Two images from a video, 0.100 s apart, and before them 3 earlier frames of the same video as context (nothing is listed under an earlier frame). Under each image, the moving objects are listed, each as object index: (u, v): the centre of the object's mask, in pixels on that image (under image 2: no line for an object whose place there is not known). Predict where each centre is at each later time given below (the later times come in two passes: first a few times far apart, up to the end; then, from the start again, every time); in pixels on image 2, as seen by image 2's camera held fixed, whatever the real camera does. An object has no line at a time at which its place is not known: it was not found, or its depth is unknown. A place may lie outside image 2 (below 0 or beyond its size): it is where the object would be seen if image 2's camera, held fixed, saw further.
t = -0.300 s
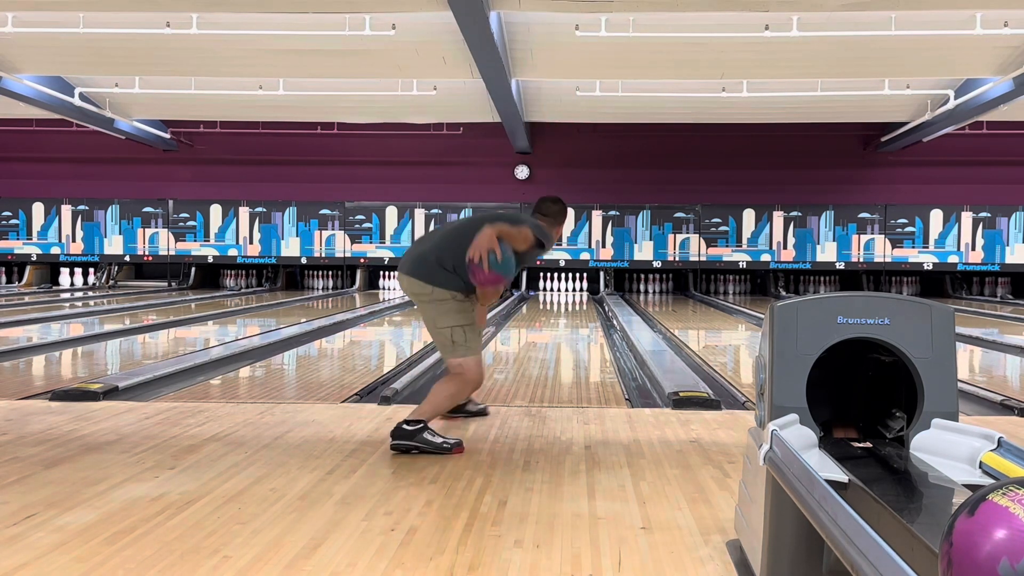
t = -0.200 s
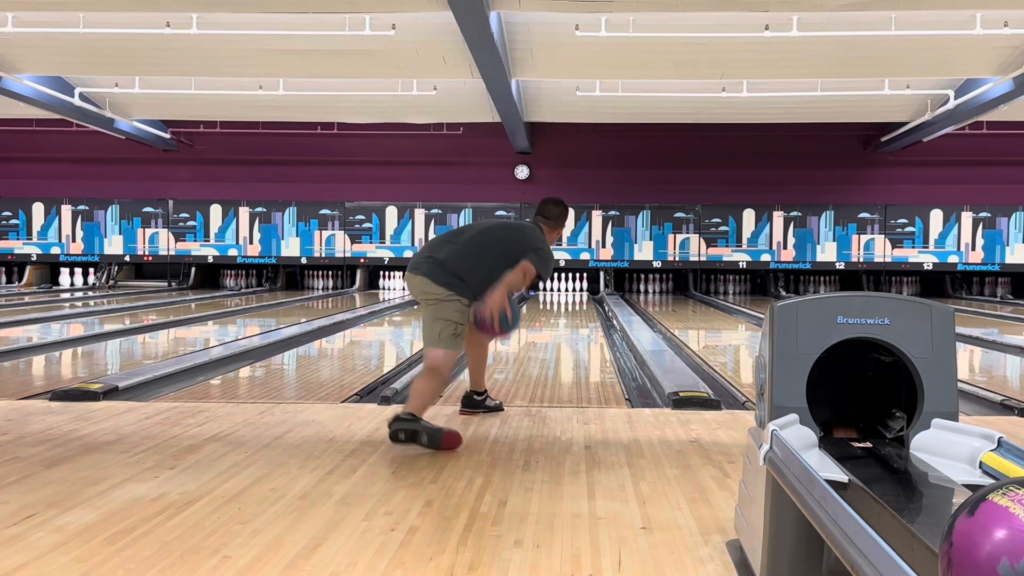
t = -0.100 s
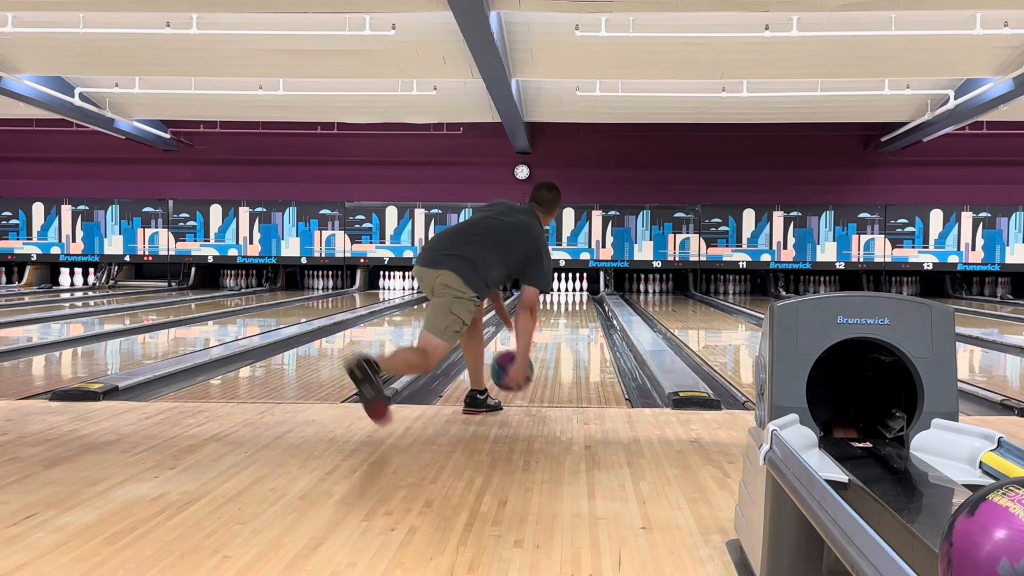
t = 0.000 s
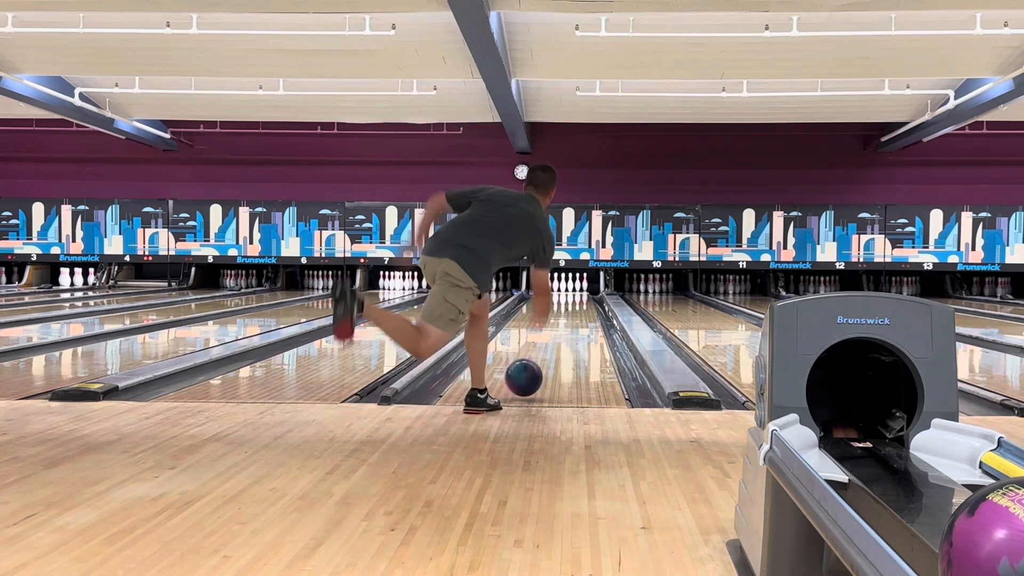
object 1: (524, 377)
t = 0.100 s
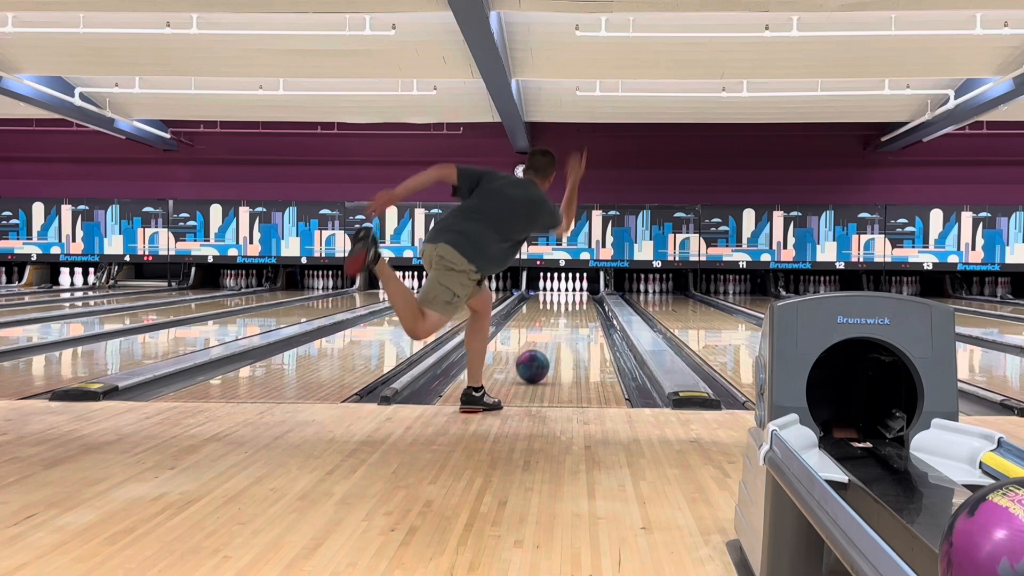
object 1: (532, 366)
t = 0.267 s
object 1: (543, 349)
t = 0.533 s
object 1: (555, 329)
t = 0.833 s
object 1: (562, 315)
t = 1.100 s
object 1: (567, 306)
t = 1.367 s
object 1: (569, 300)
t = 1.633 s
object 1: (570, 295)
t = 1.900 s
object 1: (568, 291)
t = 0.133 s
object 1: (535, 362)
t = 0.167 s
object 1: (537, 359)
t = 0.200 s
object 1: (539, 355)
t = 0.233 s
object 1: (541, 352)
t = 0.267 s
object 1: (543, 349)
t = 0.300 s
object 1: (545, 346)
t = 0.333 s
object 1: (547, 343)
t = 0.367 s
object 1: (548, 340)
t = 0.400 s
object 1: (550, 337)
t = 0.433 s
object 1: (551, 335)
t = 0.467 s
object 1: (552, 333)
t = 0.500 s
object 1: (553, 330)
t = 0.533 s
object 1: (555, 329)
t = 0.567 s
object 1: (556, 327)
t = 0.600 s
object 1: (557, 325)
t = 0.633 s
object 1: (558, 323)
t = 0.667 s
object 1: (559, 322)
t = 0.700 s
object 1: (559, 320)
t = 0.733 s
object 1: (560, 319)
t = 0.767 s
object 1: (561, 317)
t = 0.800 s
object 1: (562, 316)
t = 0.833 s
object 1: (562, 315)
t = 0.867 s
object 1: (563, 313)
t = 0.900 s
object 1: (563, 312)
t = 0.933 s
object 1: (564, 311)
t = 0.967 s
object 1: (565, 310)
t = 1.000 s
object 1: (565, 309)
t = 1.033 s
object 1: (566, 308)
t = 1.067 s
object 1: (566, 307)
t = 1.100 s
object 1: (567, 306)
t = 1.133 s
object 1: (567, 305)
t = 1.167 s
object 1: (567, 304)
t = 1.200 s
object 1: (568, 303)
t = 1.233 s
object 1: (568, 303)
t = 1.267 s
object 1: (569, 302)
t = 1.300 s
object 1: (569, 301)
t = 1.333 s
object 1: (569, 301)
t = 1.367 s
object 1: (569, 300)
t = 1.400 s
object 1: (569, 299)
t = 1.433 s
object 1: (570, 299)
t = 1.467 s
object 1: (570, 298)
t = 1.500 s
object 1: (570, 297)
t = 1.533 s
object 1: (570, 296)
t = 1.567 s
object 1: (570, 296)
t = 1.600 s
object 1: (570, 295)
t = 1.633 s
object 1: (570, 295)
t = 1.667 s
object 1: (570, 294)
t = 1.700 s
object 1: (570, 294)
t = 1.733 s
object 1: (569, 293)
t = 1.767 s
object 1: (569, 293)
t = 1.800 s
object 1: (569, 292)
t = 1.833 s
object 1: (568, 292)
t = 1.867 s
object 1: (568, 291)
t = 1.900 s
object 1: (568, 291)
